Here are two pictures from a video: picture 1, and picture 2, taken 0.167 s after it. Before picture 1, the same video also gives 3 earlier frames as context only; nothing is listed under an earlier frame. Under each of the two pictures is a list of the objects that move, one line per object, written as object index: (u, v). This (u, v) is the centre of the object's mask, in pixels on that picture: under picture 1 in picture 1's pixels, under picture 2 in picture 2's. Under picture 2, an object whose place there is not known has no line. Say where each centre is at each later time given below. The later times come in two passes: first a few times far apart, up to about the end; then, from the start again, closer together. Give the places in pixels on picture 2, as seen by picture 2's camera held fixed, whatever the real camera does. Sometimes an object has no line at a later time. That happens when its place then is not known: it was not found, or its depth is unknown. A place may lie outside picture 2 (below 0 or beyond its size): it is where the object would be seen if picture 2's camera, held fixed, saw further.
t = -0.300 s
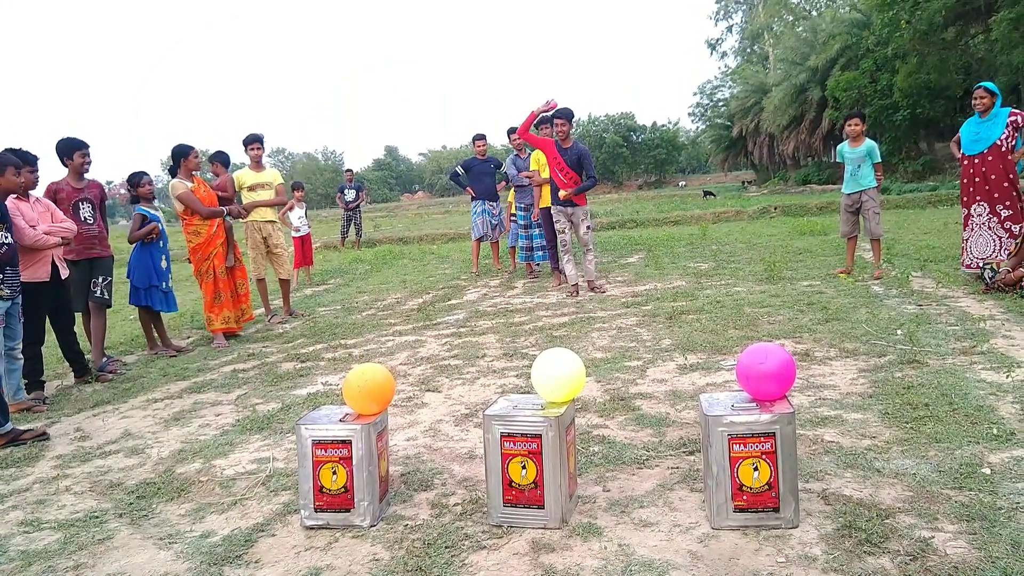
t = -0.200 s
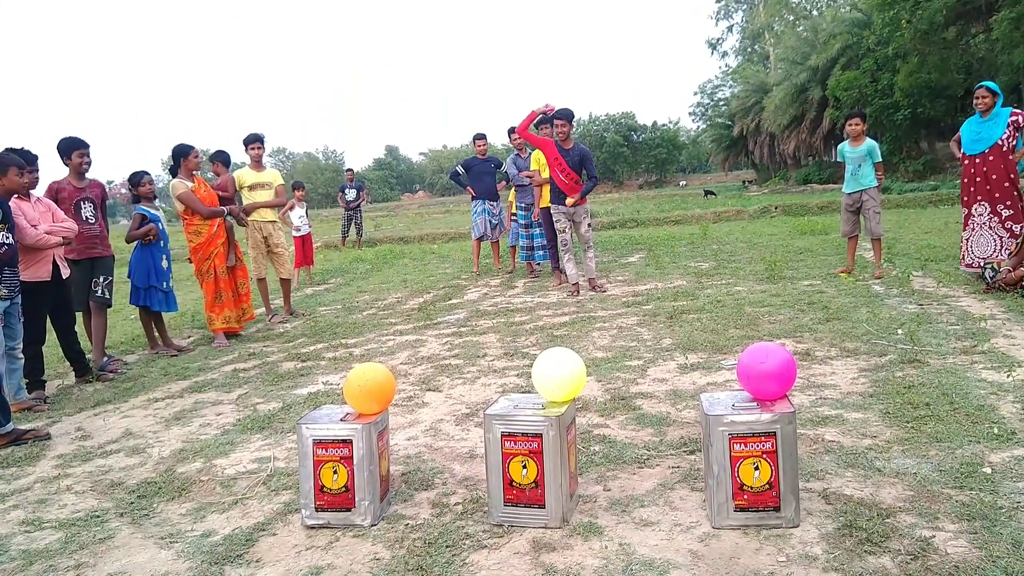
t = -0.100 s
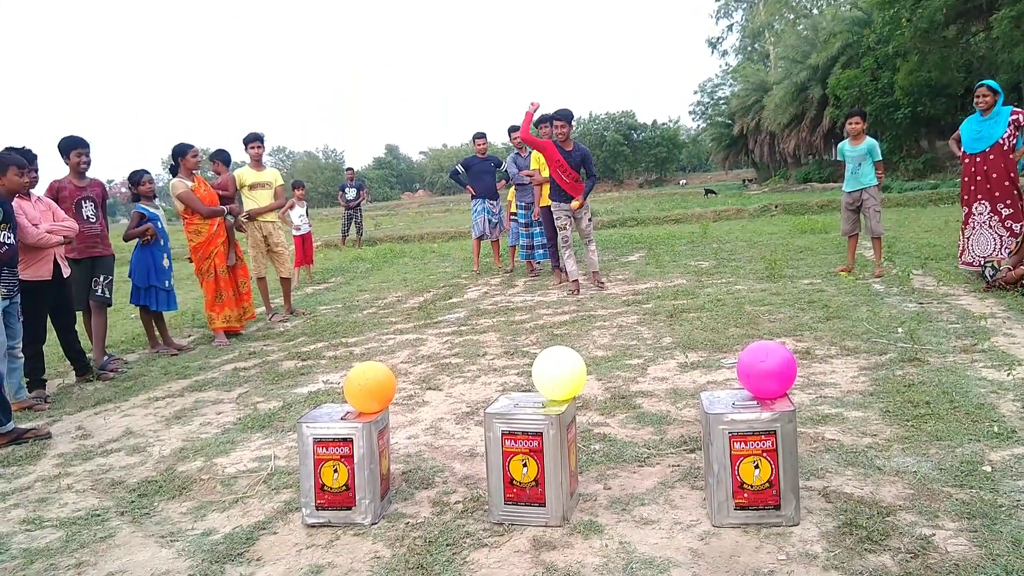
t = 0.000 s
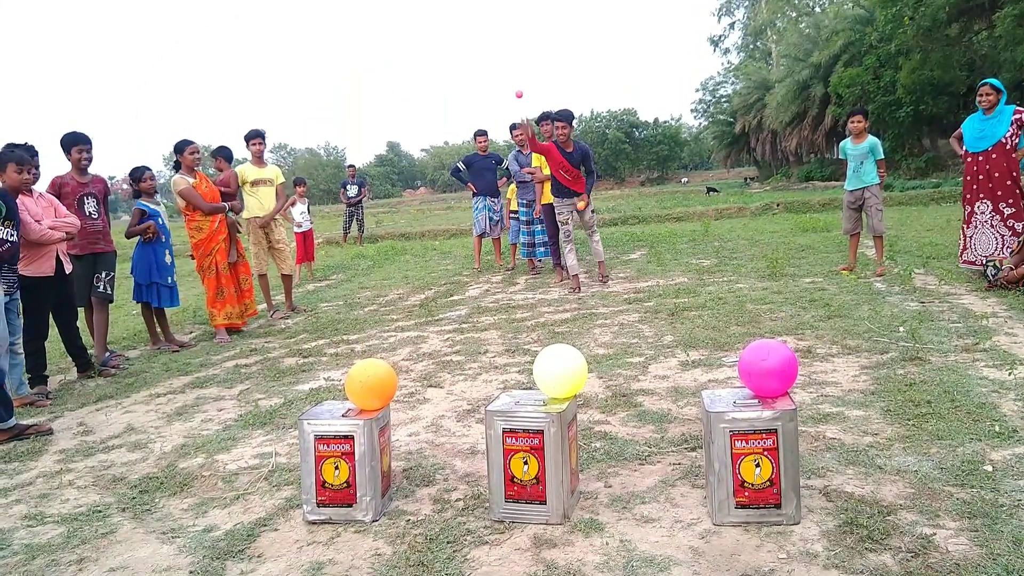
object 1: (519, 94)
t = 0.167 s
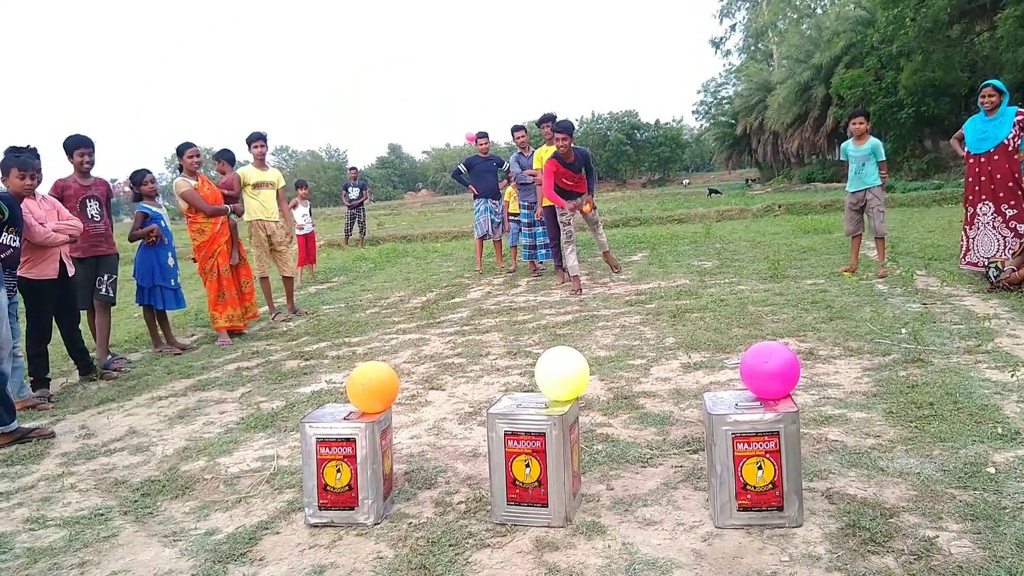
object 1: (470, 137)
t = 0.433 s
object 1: (295, 402)
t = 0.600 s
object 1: (156, 380)
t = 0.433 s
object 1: (295, 402)
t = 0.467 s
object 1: (276, 390)
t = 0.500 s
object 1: (254, 382)
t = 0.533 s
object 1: (228, 376)
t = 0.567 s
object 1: (196, 374)
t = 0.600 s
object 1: (156, 380)
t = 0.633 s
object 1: (106, 395)
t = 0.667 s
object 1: (38, 427)
